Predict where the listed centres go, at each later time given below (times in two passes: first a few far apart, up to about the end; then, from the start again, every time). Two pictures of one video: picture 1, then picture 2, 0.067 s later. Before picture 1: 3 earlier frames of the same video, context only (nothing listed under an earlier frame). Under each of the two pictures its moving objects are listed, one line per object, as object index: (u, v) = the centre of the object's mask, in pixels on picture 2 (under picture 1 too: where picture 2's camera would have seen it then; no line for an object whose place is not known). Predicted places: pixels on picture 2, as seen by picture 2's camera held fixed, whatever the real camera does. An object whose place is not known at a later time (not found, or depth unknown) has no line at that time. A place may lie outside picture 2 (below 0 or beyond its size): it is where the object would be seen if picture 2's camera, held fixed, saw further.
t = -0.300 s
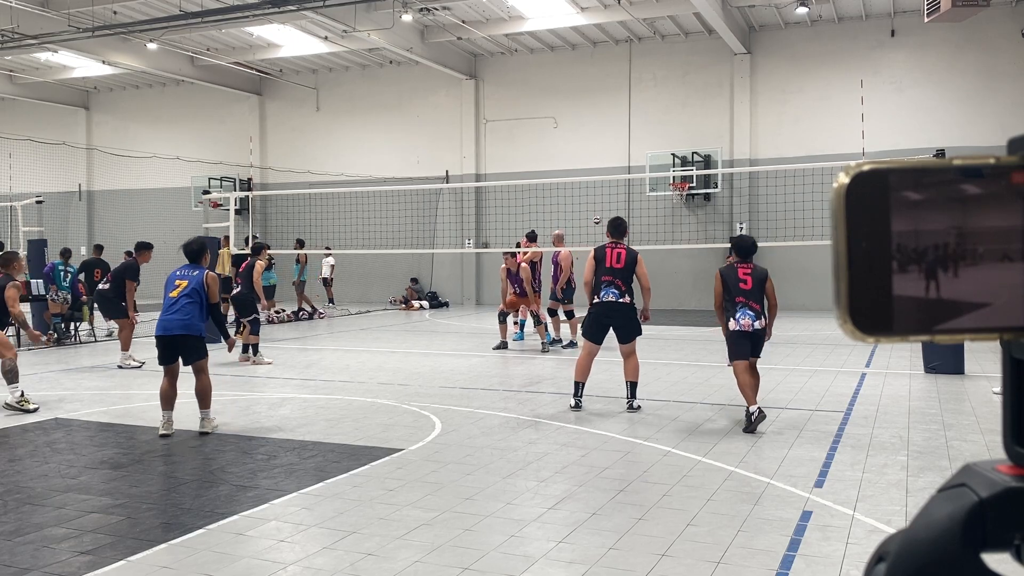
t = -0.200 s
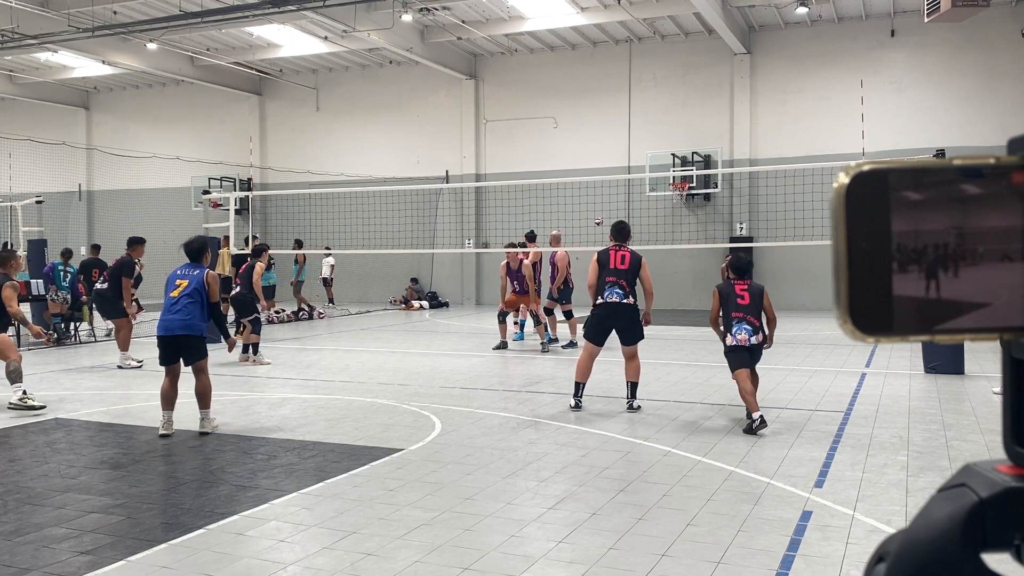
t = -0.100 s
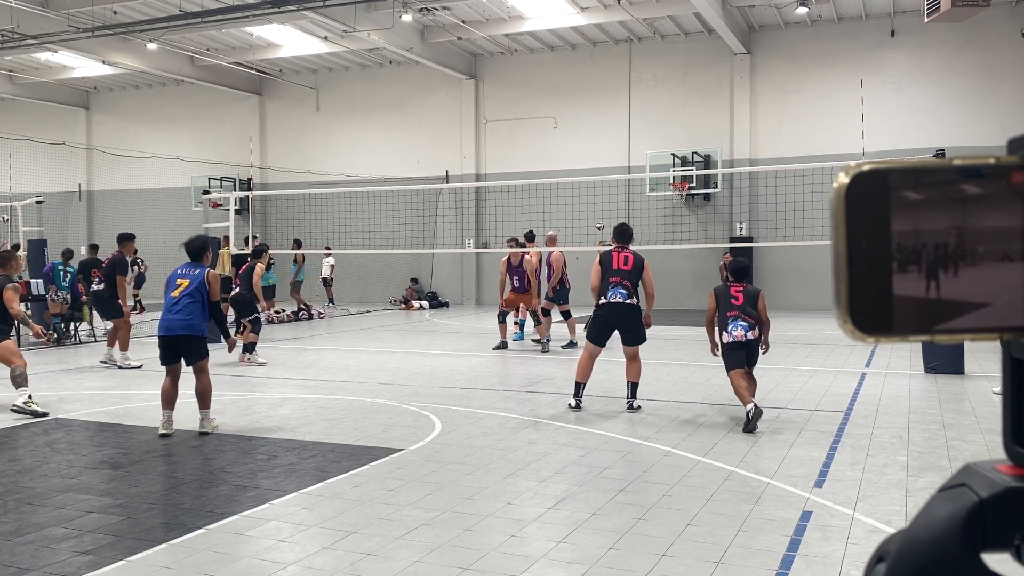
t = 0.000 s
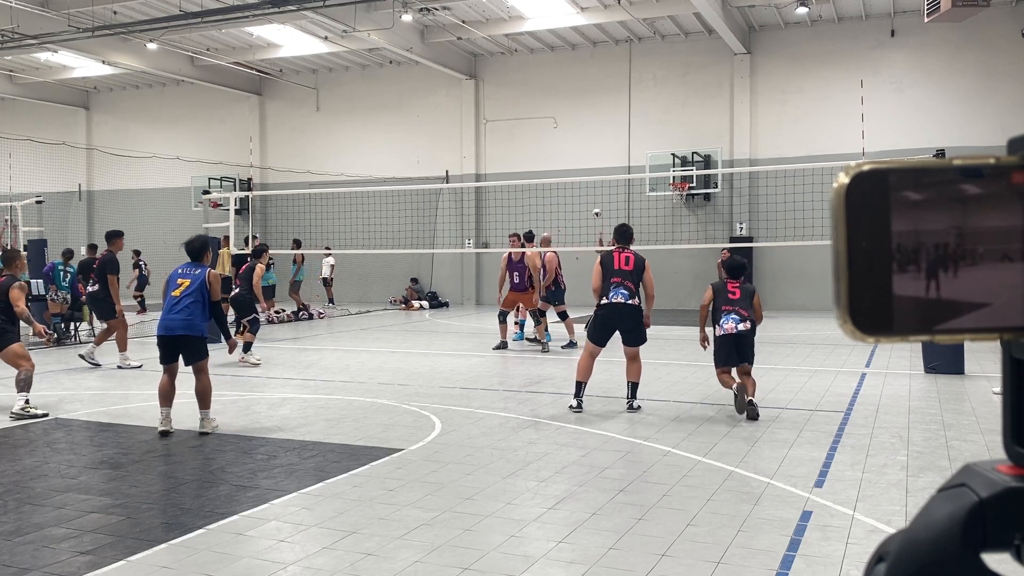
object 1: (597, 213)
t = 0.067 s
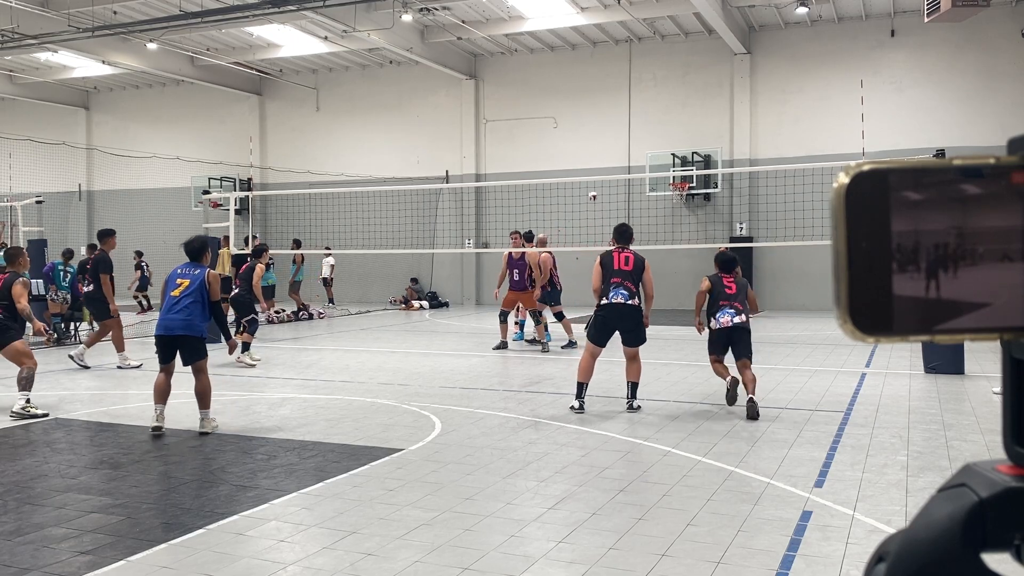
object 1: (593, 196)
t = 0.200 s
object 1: (584, 165)
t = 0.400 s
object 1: (564, 123)
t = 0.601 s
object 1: (542, 98)
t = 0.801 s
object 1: (513, 97)
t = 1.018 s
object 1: (466, 140)
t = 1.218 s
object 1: (406, 249)
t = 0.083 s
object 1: (592, 192)
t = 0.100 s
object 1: (591, 188)
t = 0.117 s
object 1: (590, 184)
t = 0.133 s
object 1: (588, 180)
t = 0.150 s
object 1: (587, 174)
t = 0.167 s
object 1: (586, 172)
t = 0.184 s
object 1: (585, 169)
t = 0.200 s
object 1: (584, 165)
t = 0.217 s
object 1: (582, 161)
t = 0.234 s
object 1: (581, 157)
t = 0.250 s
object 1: (579, 154)
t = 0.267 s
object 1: (578, 150)
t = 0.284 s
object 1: (576, 146)
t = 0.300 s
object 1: (575, 143)
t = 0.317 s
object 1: (573, 140)
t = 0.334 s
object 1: (572, 136)
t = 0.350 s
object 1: (570, 133)
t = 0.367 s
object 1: (568, 130)
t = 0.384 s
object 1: (566, 127)
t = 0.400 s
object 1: (564, 123)
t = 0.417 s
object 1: (562, 121)
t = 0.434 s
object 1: (561, 118)
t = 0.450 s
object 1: (559, 116)
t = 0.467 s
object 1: (557, 113)
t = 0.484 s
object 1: (555, 111)
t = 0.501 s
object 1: (553, 108)
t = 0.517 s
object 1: (552, 106)
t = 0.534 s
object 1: (550, 104)
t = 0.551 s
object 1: (548, 102)
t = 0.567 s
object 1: (546, 100)
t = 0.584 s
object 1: (544, 99)
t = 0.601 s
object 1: (542, 98)
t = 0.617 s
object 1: (539, 97)
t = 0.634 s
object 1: (537, 96)
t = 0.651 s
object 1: (535, 95)
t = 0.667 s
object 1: (533, 94)
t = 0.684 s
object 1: (531, 94)
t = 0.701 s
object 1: (528, 94)
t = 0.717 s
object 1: (526, 94)
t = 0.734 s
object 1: (524, 94)
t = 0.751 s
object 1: (521, 94)
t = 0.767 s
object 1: (518, 95)
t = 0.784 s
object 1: (516, 95)
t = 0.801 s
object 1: (513, 97)
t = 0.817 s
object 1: (510, 98)
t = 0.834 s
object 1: (507, 100)
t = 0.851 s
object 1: (504, 102)
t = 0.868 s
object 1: (500, 104)
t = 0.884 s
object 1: (497, 107)
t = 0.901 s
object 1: (494, 109)
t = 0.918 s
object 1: (490, 113)
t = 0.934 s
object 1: (486, 117)
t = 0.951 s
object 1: (482, 120)
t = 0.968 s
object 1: (478, 125)
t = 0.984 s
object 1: (475, 129)
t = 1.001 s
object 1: (470, 135)
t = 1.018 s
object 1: (466, 140)
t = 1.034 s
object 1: (462, 146)
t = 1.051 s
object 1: (458, 152)
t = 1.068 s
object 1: (454, 159)
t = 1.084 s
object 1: (449, 166)
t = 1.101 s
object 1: (445, 174)
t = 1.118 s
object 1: (440, 183)
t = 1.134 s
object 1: (435, 193)
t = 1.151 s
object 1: (429, 202)
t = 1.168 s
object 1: (424, 213)
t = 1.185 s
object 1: (419, 224)
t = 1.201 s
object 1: (412, 235)
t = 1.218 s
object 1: (406, 249)
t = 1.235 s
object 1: (400, 263)
